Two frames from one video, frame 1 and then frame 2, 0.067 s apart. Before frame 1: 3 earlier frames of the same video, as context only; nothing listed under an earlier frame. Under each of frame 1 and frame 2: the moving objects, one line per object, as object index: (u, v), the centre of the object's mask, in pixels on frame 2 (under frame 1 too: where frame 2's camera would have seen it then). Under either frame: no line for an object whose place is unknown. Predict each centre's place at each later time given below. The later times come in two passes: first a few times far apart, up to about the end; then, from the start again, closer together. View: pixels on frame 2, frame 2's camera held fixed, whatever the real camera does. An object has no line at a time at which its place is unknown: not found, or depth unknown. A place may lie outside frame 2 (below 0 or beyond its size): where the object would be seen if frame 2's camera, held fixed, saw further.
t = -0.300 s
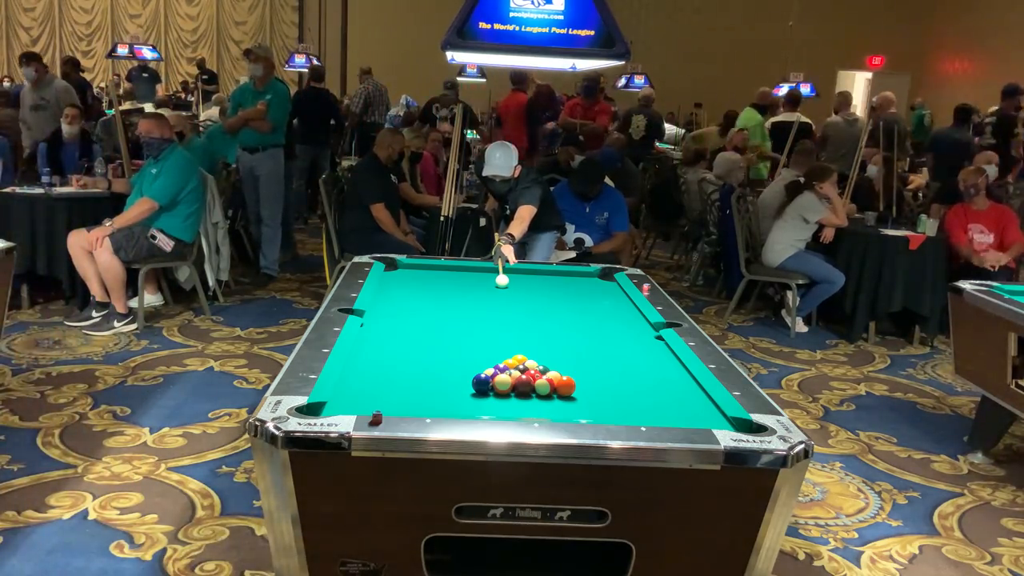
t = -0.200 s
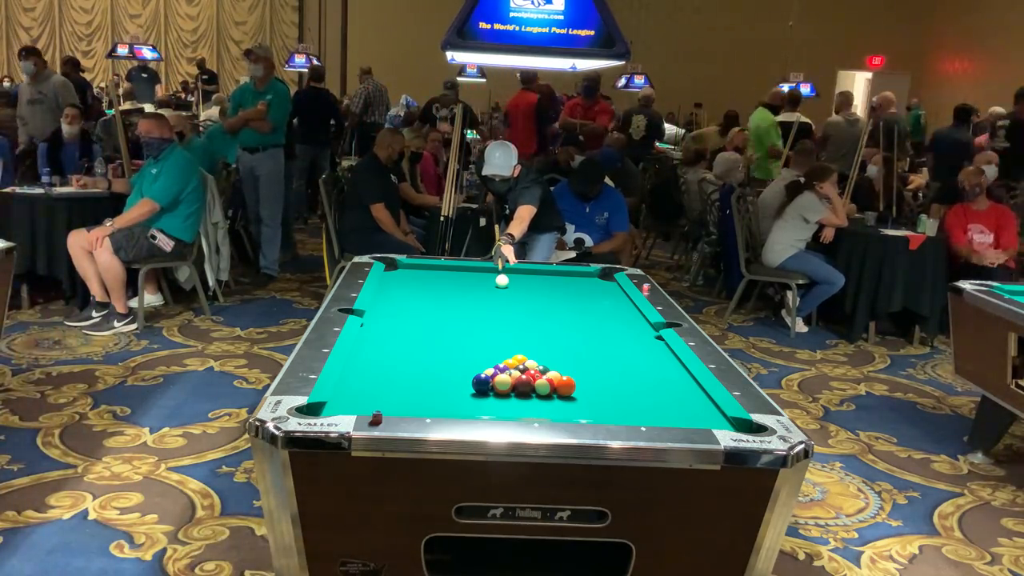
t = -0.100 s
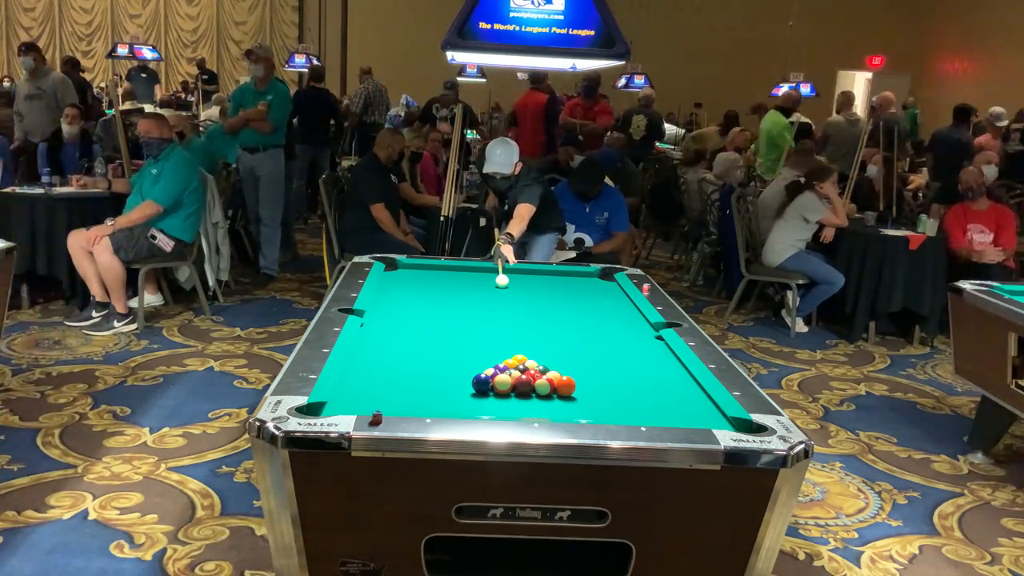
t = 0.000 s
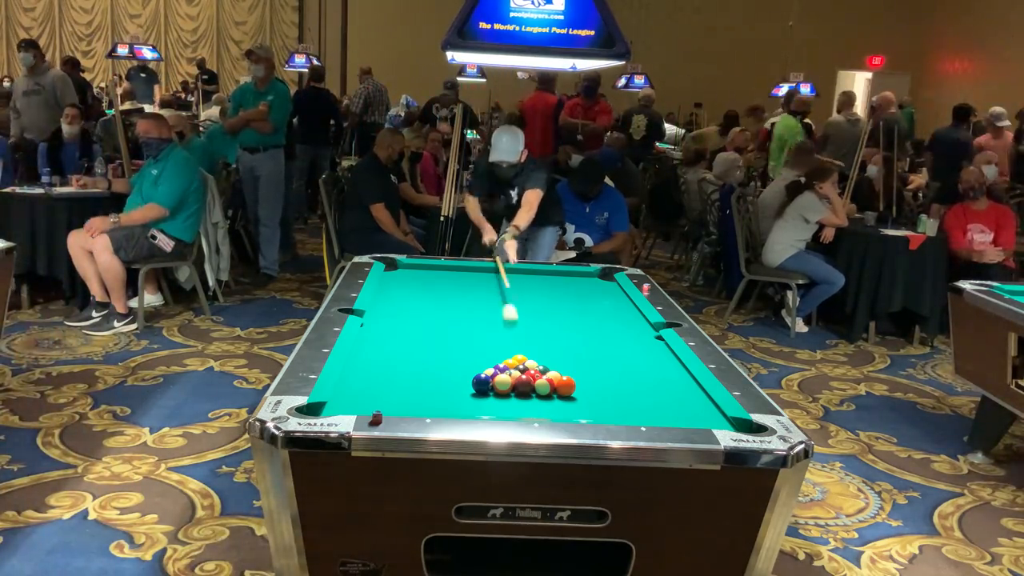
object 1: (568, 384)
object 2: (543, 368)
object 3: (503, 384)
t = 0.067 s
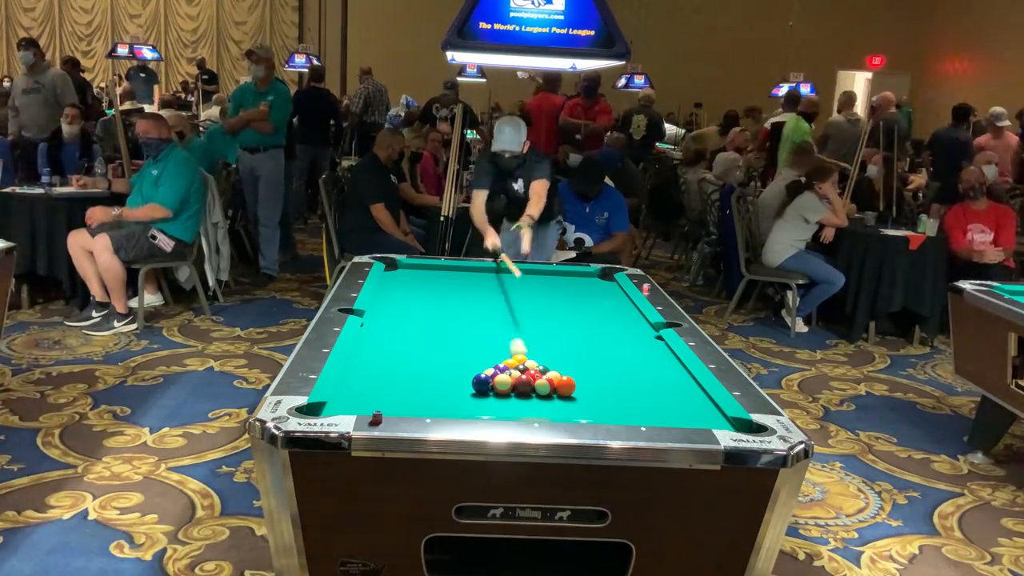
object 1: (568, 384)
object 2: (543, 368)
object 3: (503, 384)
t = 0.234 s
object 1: (666, 410)
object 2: (582, 365)
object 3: (481, 400)
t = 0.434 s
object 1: (678, 377)
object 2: (625, 361)
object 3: (457, 409)
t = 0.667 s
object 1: (644, 361)
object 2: (650, 344)
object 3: (437, 398)
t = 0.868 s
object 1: (627, 352)
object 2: (639, 328)
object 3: (425, 389)
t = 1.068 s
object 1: (612, 345)
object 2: (618, 314)
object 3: (422, 383)
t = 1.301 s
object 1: (596, 336)
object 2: (597, 301)
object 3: (417, 377)
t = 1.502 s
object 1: (583, 330)
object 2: (581, 290)
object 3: (413, 373)
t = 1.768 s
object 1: (591, 327)
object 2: (562, 278)
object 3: (408, 368)
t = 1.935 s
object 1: (600, 326)
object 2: (552, 273)
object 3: (405, 366)
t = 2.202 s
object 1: (612, 325)
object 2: (536, 277)
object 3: (401, 362)
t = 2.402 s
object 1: (621, 324)
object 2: (524, 281)
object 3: (399, 360)
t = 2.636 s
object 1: (630, 323)
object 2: (509, 286)
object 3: (396, 358)
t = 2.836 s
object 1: (636, 323)
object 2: (496, 290)
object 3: (394, 357)
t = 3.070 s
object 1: (641, 322)
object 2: (479, 294)
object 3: (392, 355)
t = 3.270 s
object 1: (638, 320)
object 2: (464, 297)
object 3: (390, 354)
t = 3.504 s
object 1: (634, 319)
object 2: (445, 302)
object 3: (389, 354)
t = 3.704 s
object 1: (632, 318)
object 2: (430, 305)
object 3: (389, 354)
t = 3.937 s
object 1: (630, 318)
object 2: (412, 309)
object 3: (390, 354)
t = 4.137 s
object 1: (629, 317)
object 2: (396, 312)
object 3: (390, 354)
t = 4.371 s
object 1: (628, 317)
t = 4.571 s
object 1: (629, 317)
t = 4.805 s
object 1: (629, 317)
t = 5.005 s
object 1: (629, 317)
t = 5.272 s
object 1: (629, 317)
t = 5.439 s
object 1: (629, 317)
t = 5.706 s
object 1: (629, 317)
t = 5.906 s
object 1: (629, 317)
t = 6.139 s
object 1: (629, 317)
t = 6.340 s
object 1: (629, 317)
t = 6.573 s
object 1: (629, 317)
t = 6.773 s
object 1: (629, 317)
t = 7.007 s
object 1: (629, 317)
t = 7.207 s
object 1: (629, 317)
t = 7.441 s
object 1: (629, 317)
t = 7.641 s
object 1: (629, 317)
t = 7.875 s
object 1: (629, 317)
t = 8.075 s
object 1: (629, 317)
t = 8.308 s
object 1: (629, 317)
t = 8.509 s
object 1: (629, 317)
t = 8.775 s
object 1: (629, 317)
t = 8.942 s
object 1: (629, 317)
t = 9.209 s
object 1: (629, 317)
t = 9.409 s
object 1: (629, 317)
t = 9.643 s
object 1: (629, 317)
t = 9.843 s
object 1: (629, 317)
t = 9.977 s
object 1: (629, 317)
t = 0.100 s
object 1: (583, 391)
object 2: (549, 368)
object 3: (499, 386)
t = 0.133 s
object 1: (613, 404)
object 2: (556, 370)
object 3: (494, 390)
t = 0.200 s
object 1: (659, 415)
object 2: (574, 366)
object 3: (485, 397)
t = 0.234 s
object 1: (666, 410)
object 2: (582, 365)
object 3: (481, 400)
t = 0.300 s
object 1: (679, 398)
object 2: (597, 364)
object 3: (473, 406)
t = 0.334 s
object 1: (684, 393)
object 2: (604, 362)
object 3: (468, 408)
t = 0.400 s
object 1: (688, 383)
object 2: (618, 361)
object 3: (460, 410)
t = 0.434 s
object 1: (678, 377)
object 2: (625, 361)
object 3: (457, 409)
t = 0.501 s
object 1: (660, 368)
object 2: (638, 359)
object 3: (451, 407)
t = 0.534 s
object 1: (654, 364)
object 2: (642, 357)
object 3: (448, 405)
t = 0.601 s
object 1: (648, 362)
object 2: (646, 349)
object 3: (443, 403)
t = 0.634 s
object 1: (647, 362)
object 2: (648, 346)
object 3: (440, 401)
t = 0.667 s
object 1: (644, 361)
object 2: (650, 344)
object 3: (437, 398)
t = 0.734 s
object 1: (638, 358)
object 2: (653, 339)
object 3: (432, 395)
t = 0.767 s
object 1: (636, 356)
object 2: (653, 336)
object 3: (430, 393)
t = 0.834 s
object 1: (630, 354)
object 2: (641, 330)
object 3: (426, 390)
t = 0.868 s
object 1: (627, 352)
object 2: (639, 328)
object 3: (425, 389)
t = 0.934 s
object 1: (622, 350)
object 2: (632, 324)
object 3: (425, 387)
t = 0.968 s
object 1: (619, 348)
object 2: (628, 322)
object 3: (424, 386)
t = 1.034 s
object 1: (614, 346)
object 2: (622, 317)
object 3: (422, 384)
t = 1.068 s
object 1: (612, 345)
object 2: (618, 314)
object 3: (422, 383)
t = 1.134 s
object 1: (607, 342)
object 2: (612, 310)
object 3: (420, 381)
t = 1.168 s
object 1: (605, 341)
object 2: (609, 308)
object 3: (420, 380)
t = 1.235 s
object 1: (600, 338)
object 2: (603, 305)
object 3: (418, 379)
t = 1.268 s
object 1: (598, 337)
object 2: (600, 302)
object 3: (417, 378)
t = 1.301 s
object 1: (596, 336)
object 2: (597, 301)
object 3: (417, 377)
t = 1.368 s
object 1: (592, 334)
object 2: (592, 297)
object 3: (415, 376)
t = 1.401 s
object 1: (590, 333)
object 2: (589, 295)
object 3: (415, 375)
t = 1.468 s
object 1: (586, 331)
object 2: (584, 292)
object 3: (413, 374)
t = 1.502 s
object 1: (583, 330)
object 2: (581, 290)
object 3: (413, 373)
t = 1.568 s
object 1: (579, 328)
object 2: (576, 287)
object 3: (411, 372)
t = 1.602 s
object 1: (581, 328)
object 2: (574, 285)
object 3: (411, 371)
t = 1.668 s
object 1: (586, 328)
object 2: (569, 282)
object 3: (409, 370)
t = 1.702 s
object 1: (587, 326)
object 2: (567, 280)
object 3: (409, 370)
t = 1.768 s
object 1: (591, 327)
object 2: (562, 278)
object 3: (408, 368)
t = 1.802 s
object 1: (593, 327)
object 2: (560, 277)
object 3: (407, 368)
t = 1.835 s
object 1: (595, 327)
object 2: (558, 275)
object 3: (407, 367)
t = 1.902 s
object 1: (598, 326)
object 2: (554, 273)
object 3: (406, 367)
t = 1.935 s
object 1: (600, 326)
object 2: (552, 273)
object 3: (405, 366)
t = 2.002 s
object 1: (603, 326)
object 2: (548, 274)
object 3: (404, 365)
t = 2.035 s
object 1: (605, 325)
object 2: (546, 275)
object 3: (404, 364)
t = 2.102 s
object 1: (608, 325)
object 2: (542, 275)
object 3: (403, 364)
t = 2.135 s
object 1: (609, 325)
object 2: (540, 276)
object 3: (403, 363)
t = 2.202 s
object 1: (612, 325)
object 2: (536, 277)
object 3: (401, 362)
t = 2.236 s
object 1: (614, 325)
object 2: (534, 278)
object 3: (401, 362)
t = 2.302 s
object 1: (617, 324)
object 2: (529, 280)
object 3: (400, 361)
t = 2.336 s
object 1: (618, 324)
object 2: (527, 280)
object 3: (400, 361)
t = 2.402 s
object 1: (621, 324)
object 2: (524, 281)
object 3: (399, 360)
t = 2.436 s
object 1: (622, 324)
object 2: (521, 282)
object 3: (399, 360)
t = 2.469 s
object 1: (623, 324)
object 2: (519, 283)
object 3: (398, 360)
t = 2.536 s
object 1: (626, 324)
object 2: (515, 284)
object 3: (397, 359)
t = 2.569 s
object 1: (627, 323)
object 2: (513, 284)
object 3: (397, 359)
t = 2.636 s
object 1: (630, 323)
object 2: (509, 286)
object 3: (396, 358)
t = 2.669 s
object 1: (631, 323)
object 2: (507, 286)
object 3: (396, 358)
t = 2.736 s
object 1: (633, 323)
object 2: (502, 287)
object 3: (395, 357)
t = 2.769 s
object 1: (634, 323)
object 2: (500, 288)
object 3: (395, 357)
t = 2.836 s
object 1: (636, 323)
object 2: (496, 290)
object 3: (394, 357)
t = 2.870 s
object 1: (637, 323)
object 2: (495, 290)
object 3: (394, 356)
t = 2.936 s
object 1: (640, 322)
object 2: (490, 292)
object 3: (393, 356)
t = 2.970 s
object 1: (640, 322)
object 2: (487, 293)
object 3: (393, 356)
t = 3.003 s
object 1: (641, 322)
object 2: (484, 293)
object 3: (392, 356)
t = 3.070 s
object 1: (641, 322)
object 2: (479, 294)
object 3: (392, 355)
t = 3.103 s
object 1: (641, 321)
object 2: (477, 294)
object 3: (392, 355)
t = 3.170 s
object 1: (640, 321)
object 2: (471, 296)
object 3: (391, 355)
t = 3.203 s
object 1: (639, 321)
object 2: (469, 296)
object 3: (391, 355)
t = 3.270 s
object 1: (638, 320)
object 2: (464, 297)
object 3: (390, 354)
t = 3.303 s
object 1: (637, 320)
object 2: (461, 298)
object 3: (390, 354)
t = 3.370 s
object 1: (636, 320)
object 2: (456, 299)
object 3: (390, 354)
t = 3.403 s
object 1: (636, 319)
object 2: (453, 300)
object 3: (390, 354)
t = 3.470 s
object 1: (635, 319)
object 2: (448, 301)
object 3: (389, 354)
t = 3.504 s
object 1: (634, 319)
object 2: (445, 302)
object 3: (389, 354)
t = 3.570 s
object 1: (633, 319)
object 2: (440, 303)
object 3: (389, 354)
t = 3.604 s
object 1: (633, 319)
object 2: (438, 303)
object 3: (389, 354)
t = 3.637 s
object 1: (633, 319)
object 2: (435, 304)
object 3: (389, 354)
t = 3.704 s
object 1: (632, 318)
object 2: (430, 305)
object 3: (389, 354)
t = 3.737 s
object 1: (632, 318)
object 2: (427, 305)
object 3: (389, 354)
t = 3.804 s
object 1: (631, 318)
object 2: (422, 307)
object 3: (389, 354)
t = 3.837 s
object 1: (631, 318)
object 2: (419, 307)
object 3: (390, 354)
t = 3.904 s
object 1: (630, 318)
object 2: (414, 308)
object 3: (390, 354)
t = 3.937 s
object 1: (630, 318)
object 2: (412, 309)
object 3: (390, 354)
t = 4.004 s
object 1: (630, 317)
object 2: (407, 310)
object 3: (390, 354)
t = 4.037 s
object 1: (630, 317)
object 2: (404, 311)
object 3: (390, 354)
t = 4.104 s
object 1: (629, 317)
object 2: (399, 311)
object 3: (390, 354)
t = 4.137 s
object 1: (629, 317)
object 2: (396, 312)
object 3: (390, 354)
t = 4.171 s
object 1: (629, 317)
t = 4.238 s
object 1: (629, 317)
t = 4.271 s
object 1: (629, 317)
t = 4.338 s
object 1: (628, 317)
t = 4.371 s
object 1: (628, 317)
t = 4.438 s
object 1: (629, 317)
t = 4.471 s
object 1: (629, 317)
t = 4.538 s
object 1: (629, 317)
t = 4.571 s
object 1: (629, 317)
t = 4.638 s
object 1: (629, 317)
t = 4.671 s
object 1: (629, 317)
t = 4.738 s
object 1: (629, 317)
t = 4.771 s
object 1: (629, 317)
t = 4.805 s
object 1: (629, 317)
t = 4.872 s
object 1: (629, 317)
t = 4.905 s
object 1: (629, 317)
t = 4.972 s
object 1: (629, 317)
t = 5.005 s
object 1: (629, 317)
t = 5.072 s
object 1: (629, 317)
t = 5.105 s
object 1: (629, 317)
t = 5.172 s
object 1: (629, 317)
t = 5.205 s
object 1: (629, 317)
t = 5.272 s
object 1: (629, 317)
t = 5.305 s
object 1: (629, 317)
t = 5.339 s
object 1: (629, 317)
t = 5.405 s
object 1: (629, 317)
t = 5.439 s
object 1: (629, 317)
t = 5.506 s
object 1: (629, 317)
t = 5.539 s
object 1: (629, 317)
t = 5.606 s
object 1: (629, 317)
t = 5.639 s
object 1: (629, 317)
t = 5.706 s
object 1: (629, 317)
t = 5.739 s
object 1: (629, 317)
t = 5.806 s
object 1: (629, 317)
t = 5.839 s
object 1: (629, 317)
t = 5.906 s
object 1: (629, 317)
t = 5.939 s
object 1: (629, 317)
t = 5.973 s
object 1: (629, 317)
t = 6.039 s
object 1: (629, 317)
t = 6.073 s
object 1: (629, 317)
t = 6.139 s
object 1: (629, 317)
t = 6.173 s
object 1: (629, 317)
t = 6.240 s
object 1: (629, 317)
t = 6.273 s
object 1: (629, 317)
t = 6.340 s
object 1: (629, 317)
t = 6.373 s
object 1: (629, 317)
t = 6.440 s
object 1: (629, 317)
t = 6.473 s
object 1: (629, 317)
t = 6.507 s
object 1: (629, 317)
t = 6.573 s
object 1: (629, 317)
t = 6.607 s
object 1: (629, 317)
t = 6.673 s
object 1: (629, 317)
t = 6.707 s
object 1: (629, 317)
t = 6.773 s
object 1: (629, 317)
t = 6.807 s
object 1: (629, 317)
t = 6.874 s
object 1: (629, 317)
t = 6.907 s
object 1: (629, 317)
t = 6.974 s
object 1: (629, 317)
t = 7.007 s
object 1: (629, 317)
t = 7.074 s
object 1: (629, 317)
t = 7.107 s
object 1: (629, 317)
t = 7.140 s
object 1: (629, 317)
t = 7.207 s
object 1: (629, 317)
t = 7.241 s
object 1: (629, 317)
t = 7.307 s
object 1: (629, 317)
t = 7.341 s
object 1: (629, 317)
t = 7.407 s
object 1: (629, 317)
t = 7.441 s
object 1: (629, 317)
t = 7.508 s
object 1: (629, 317)
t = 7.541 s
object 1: (629, 317)
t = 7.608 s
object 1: (629, 317)
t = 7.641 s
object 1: (629, 317)
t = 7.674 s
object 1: (629, 317)
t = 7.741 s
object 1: (629, 317)
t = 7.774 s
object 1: (629, 317)
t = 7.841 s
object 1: (629, 317)
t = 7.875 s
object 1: (629, 317)
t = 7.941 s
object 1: (629, 317)
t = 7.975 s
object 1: (629, 317)
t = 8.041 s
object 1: (629, 317)
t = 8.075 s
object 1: (629, 317)
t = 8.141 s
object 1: (629, 317)
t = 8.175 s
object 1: (629, 317)
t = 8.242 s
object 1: (629, 317)
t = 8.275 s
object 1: (629, 317)
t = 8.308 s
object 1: (629, 317)
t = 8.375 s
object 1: (629, 317)
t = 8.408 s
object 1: (629, 317)
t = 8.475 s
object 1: (629, 317)
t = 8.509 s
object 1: (629, 317)
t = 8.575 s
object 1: (629, 317)
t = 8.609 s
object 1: (629, 317)
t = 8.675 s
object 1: (629, 317)
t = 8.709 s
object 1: (629, 317)
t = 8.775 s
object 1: (629, 317)
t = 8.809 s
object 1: (629, 317)
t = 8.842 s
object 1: (629, 317)
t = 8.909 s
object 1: (629, 317)
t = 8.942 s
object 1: (629, 317)
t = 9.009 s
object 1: (629, 317)
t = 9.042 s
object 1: (629, 317)
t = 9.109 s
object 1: (629, 317)
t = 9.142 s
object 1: (629, 317)
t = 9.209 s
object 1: (629, 317)
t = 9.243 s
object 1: (629, 317)
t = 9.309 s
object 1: (629, 317)
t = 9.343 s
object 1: (629, 317)
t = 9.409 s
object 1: (629, 317)
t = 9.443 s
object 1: (629, 317)
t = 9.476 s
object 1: (629, 317)
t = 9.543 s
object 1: (629, 317)
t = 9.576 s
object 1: (629, 317)
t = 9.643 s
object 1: (629, 317)
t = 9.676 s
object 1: (629, 317)
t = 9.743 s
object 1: (629, 317)
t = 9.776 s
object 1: (629, 317)
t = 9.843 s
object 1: (629, 317)
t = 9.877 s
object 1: (629, 317)
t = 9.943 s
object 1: (629, 317)
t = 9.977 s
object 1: (629, 317)
